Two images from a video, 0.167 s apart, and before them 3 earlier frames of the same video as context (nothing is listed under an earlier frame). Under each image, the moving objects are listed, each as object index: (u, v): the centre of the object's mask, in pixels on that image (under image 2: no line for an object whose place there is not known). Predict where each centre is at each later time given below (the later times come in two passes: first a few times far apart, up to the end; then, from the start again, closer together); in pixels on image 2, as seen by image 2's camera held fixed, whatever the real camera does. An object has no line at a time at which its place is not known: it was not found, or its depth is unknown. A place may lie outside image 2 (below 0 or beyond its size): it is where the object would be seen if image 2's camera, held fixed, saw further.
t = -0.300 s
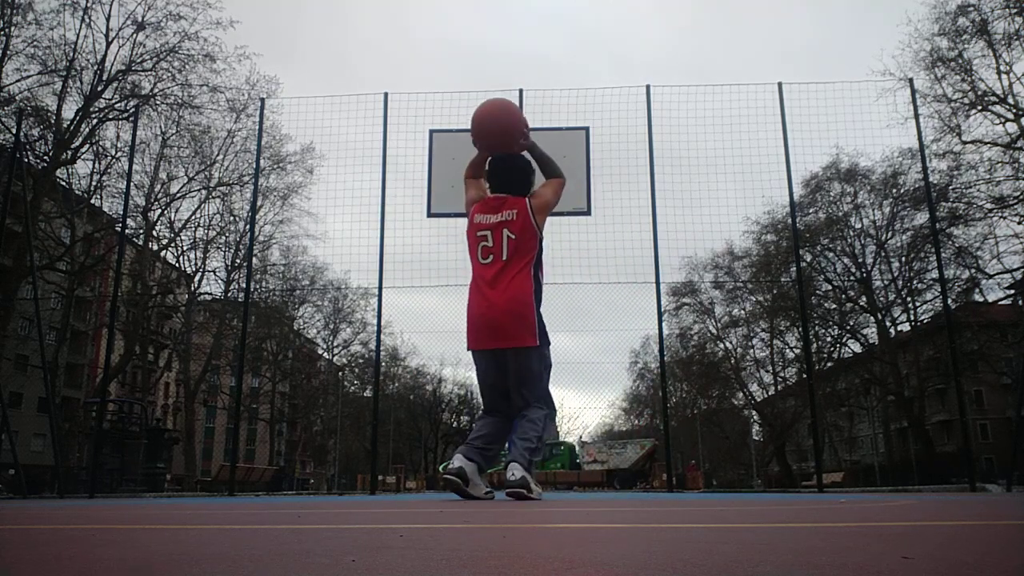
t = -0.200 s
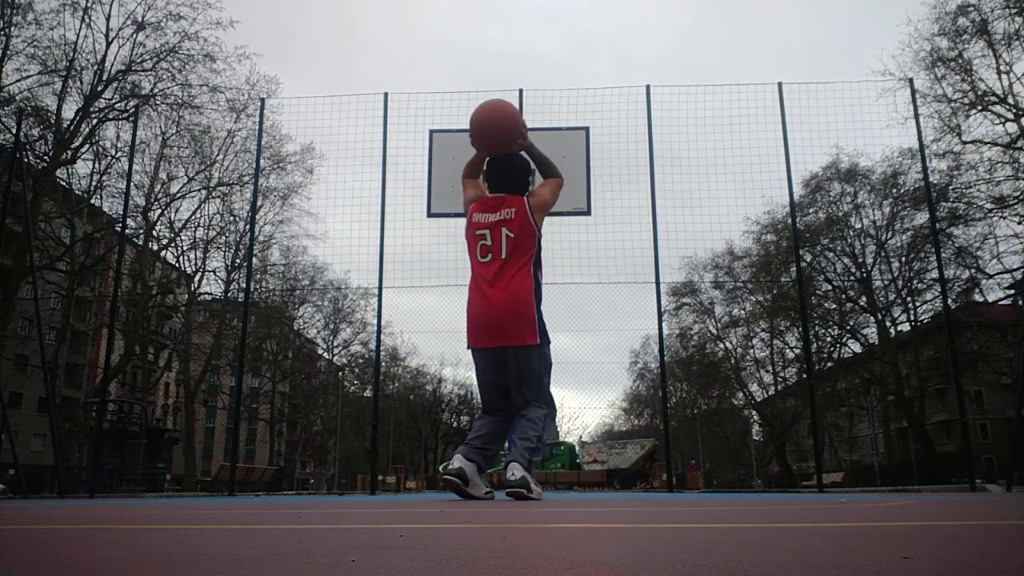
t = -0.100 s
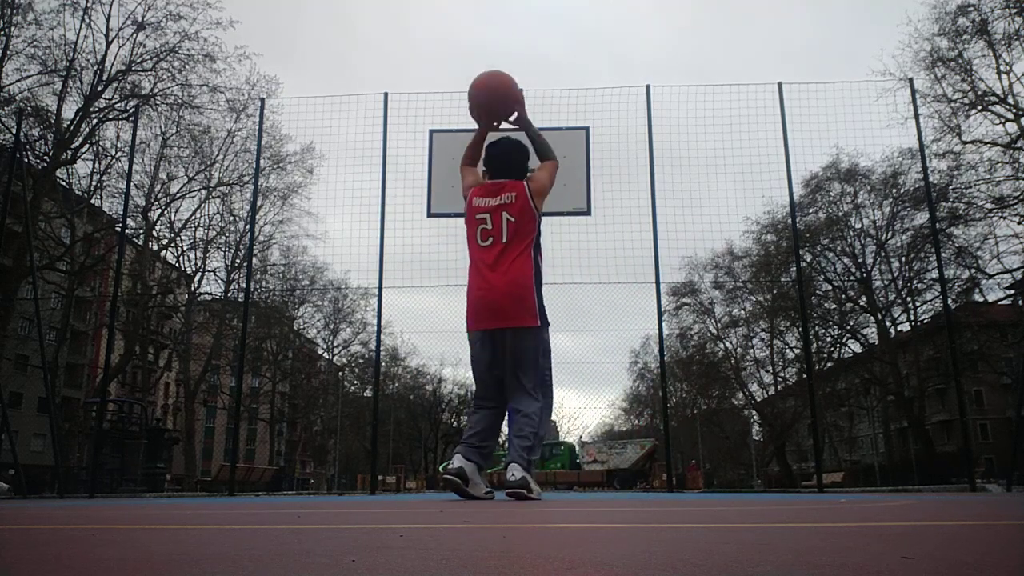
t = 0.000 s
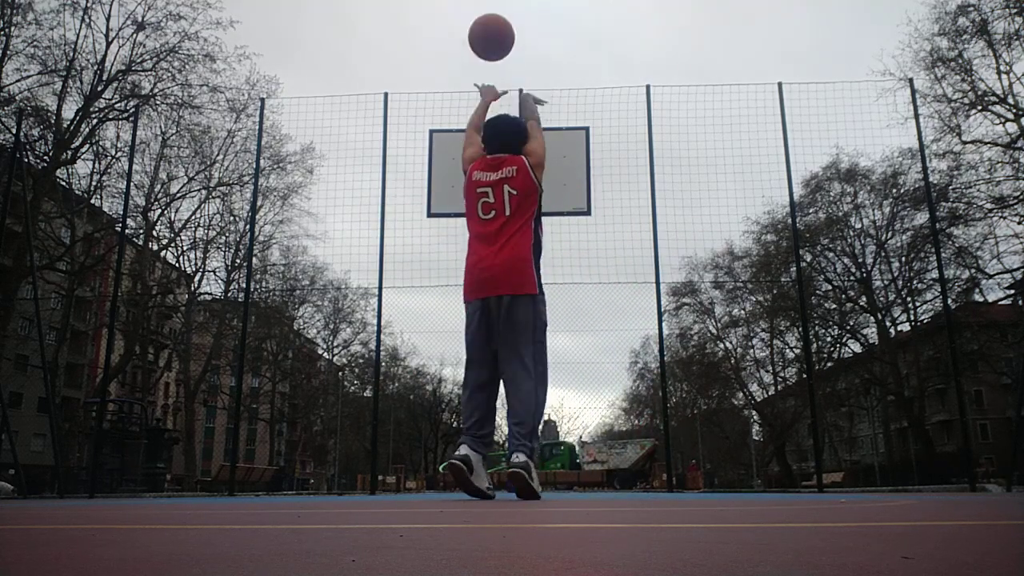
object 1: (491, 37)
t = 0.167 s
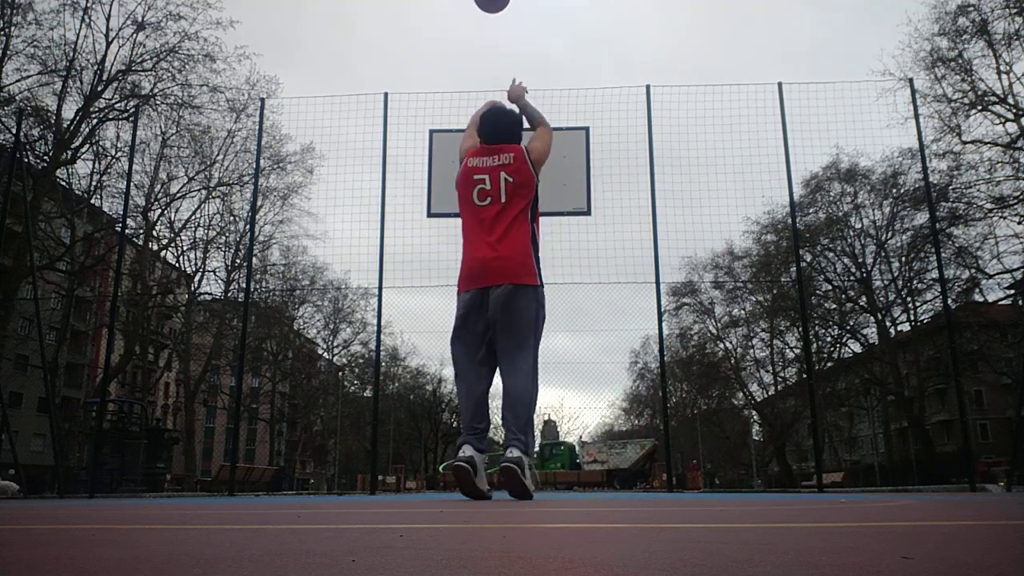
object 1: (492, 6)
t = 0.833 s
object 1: (490, 134)
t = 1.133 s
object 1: (431, 142)
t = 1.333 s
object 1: (366, 149)
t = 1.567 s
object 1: (267, 220)
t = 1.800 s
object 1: (128, 400)
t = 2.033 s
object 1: (31, 328)
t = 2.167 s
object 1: (7, 229)
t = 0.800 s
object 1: (491, 126)
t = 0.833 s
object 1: (490, 134)
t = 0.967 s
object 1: (473, 165)
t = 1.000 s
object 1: (468, 158)
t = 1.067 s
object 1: (451, 148)
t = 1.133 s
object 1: (431, 142)
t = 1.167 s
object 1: (421, 141)
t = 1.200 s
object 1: (410, 140)
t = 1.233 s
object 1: (399, 141)
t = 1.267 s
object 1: (389, 142)
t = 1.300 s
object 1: (377, 145)
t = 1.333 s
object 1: (366, 149)
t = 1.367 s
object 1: (353, 155)
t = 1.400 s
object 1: (341, 162)
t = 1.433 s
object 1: (327, 170)
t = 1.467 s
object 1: (313, 180)
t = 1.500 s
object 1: (299, 192)
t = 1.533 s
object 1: (284, 205)
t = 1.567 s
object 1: (267, 220)
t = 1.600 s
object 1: (251, 239)
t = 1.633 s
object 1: (233, 258)
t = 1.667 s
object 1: (214, 281)
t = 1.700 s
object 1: (194, 306)
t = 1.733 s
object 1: (173, 334)
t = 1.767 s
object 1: (151, 366)
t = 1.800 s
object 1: (128, 400)
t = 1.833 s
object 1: (103, 440)
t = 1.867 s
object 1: (77, 483)
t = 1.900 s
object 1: (68, 454)
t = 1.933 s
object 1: (59, 419)
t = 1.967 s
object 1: (50, 388)
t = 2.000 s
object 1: (42, 358)
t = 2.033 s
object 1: (31, 328)
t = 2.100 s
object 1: (16, 276)
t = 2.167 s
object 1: (7, 229)
